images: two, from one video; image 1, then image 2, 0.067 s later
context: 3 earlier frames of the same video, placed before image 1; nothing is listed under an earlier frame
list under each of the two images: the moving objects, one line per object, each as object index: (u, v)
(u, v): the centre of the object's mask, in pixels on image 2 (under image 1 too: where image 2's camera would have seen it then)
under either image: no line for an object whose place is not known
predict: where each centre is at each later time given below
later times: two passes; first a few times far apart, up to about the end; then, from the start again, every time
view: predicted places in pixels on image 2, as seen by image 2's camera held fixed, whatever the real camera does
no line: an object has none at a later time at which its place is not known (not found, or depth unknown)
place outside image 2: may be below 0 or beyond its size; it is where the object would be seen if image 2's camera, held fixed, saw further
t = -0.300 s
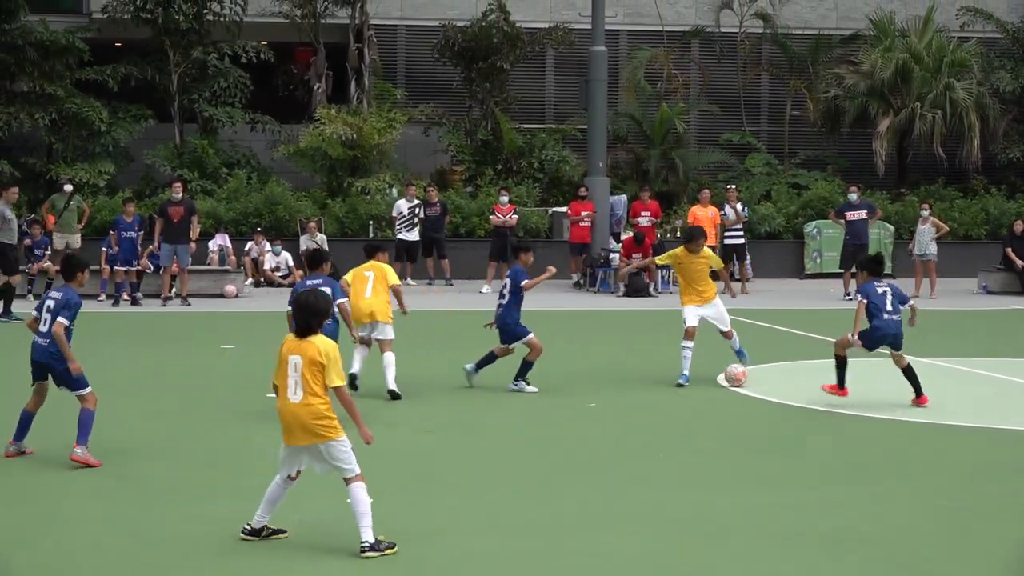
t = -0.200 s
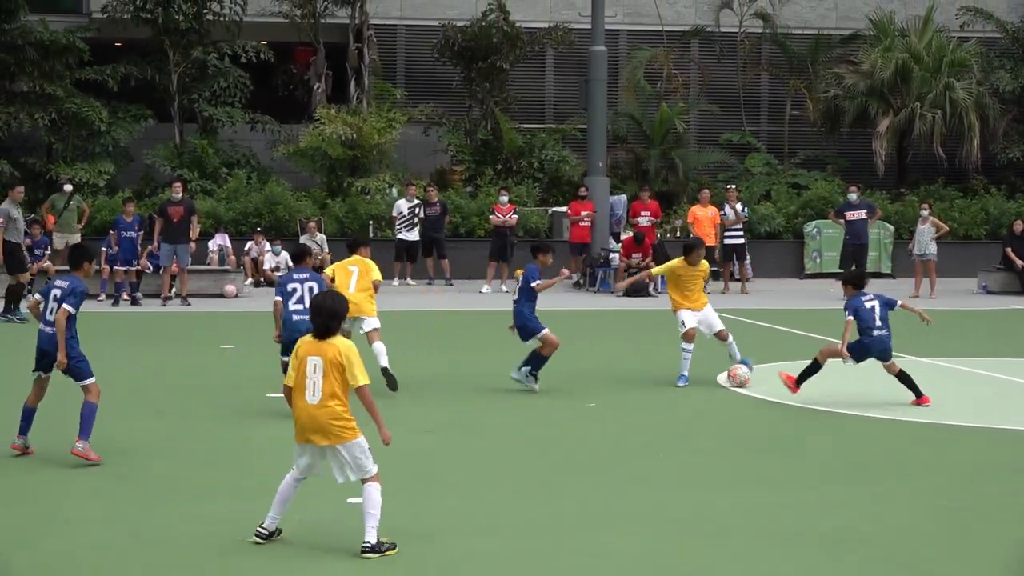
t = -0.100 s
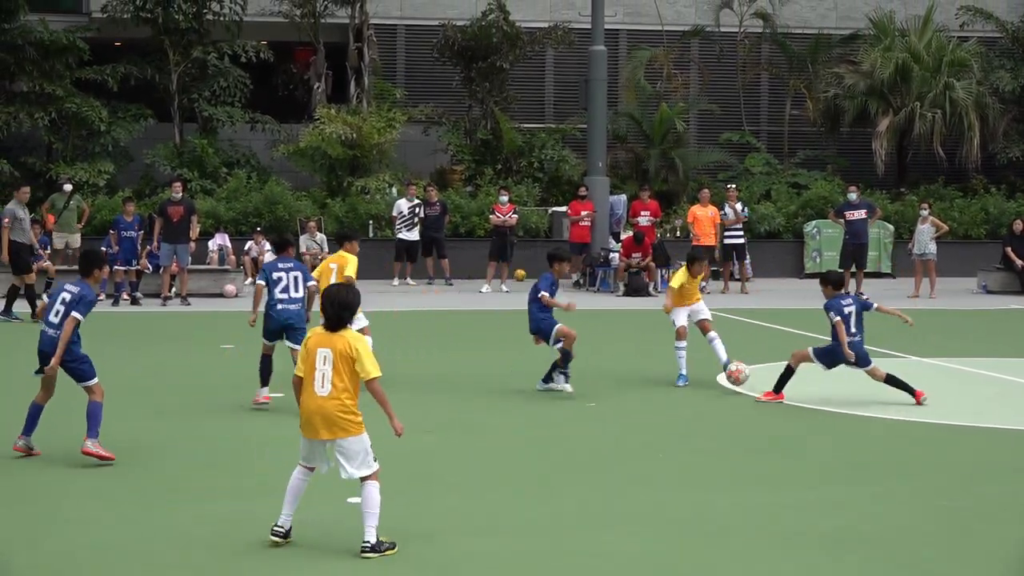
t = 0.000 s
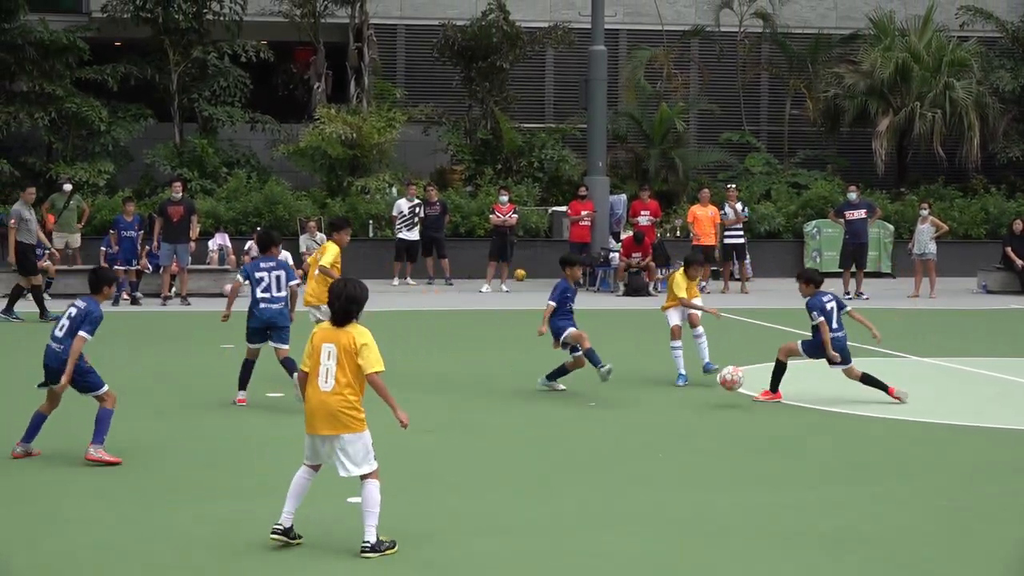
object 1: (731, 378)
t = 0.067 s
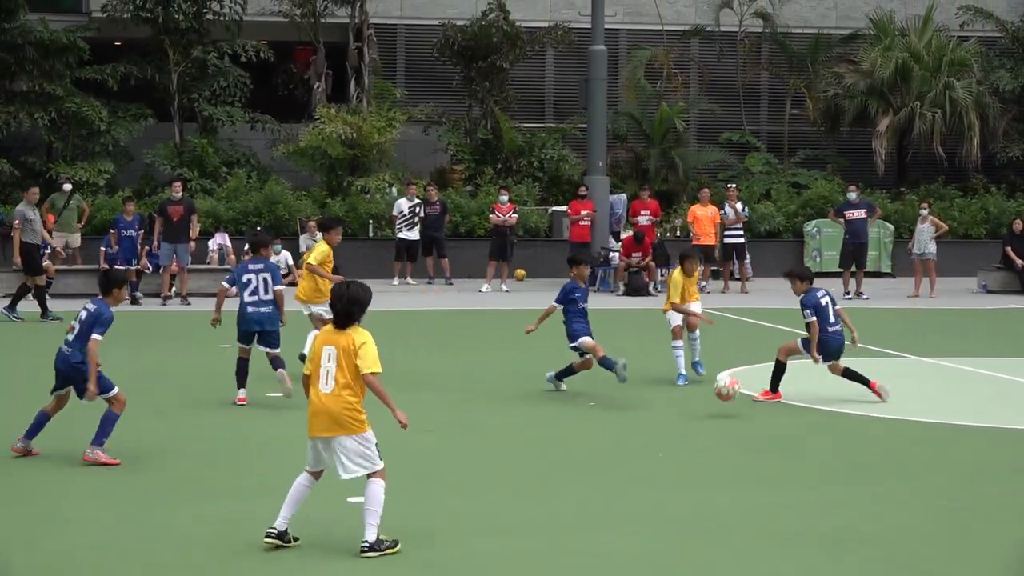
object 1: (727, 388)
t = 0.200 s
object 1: (716, 422)
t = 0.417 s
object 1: (703, 446)
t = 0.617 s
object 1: (694, 478)
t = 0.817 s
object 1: (685, 508)
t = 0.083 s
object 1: (725, 391)
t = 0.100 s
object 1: (724, 396)
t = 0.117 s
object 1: (723, 400)
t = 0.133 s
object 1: (721, 405)
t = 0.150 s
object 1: (720, 410)
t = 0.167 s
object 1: (718, 416)
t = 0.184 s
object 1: (717, 422)
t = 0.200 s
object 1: (716, 422)
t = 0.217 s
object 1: (715, 423)
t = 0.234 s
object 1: (714, 424)
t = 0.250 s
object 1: (713, 424)
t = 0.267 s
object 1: (712, 426)
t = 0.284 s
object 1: (711, 428)
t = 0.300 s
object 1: (710, 431)
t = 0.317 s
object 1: (709, 434)
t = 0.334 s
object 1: (708, 437)
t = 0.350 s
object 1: (706, 441)
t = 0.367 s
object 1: (705, 444)
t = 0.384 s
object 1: (704, 445)
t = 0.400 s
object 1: (704, 446)
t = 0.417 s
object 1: (703, 446)
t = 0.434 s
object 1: (702, 446)
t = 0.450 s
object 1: (701, 447)
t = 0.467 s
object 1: (700, 450)
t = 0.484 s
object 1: (700, 453)
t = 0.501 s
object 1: (699, 457)
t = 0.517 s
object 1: (698, 462)
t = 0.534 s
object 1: (698, 464)
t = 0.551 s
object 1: (697, 466)
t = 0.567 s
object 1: (696, 468)
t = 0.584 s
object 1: (696, 471)
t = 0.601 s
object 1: (695, 474)
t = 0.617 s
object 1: (694, 478)
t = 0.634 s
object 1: (693, 482)
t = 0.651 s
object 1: (693, 483)
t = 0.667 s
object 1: (691, 485)
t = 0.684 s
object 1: (691, 487)
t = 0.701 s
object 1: (690, 489)
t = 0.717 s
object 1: (689, 492)
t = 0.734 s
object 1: (688, 494)
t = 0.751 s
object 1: (688, 496)
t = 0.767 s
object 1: (687, 499)
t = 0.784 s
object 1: (686, 501)
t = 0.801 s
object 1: (686, 505)
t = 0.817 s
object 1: (685, 508)
